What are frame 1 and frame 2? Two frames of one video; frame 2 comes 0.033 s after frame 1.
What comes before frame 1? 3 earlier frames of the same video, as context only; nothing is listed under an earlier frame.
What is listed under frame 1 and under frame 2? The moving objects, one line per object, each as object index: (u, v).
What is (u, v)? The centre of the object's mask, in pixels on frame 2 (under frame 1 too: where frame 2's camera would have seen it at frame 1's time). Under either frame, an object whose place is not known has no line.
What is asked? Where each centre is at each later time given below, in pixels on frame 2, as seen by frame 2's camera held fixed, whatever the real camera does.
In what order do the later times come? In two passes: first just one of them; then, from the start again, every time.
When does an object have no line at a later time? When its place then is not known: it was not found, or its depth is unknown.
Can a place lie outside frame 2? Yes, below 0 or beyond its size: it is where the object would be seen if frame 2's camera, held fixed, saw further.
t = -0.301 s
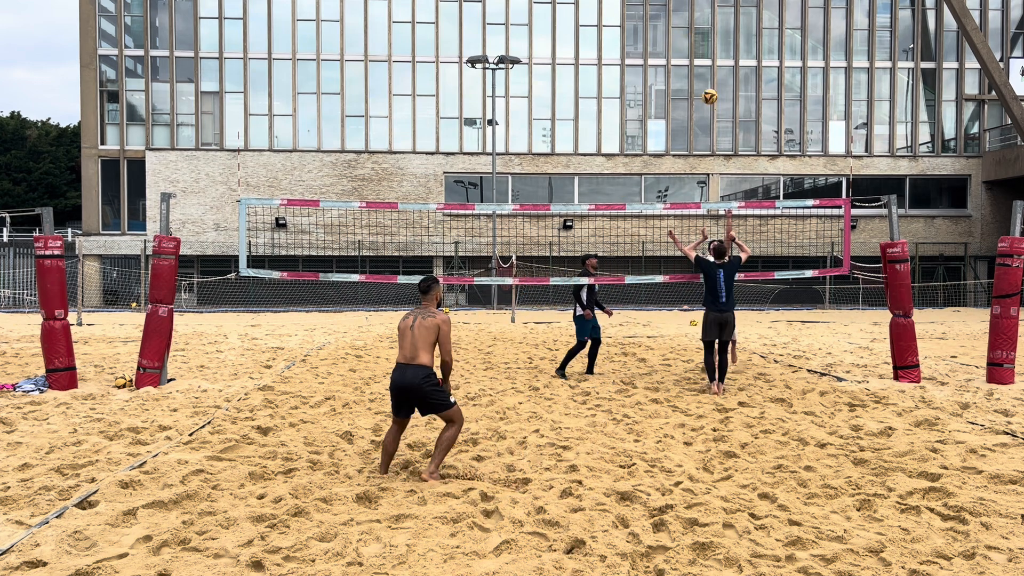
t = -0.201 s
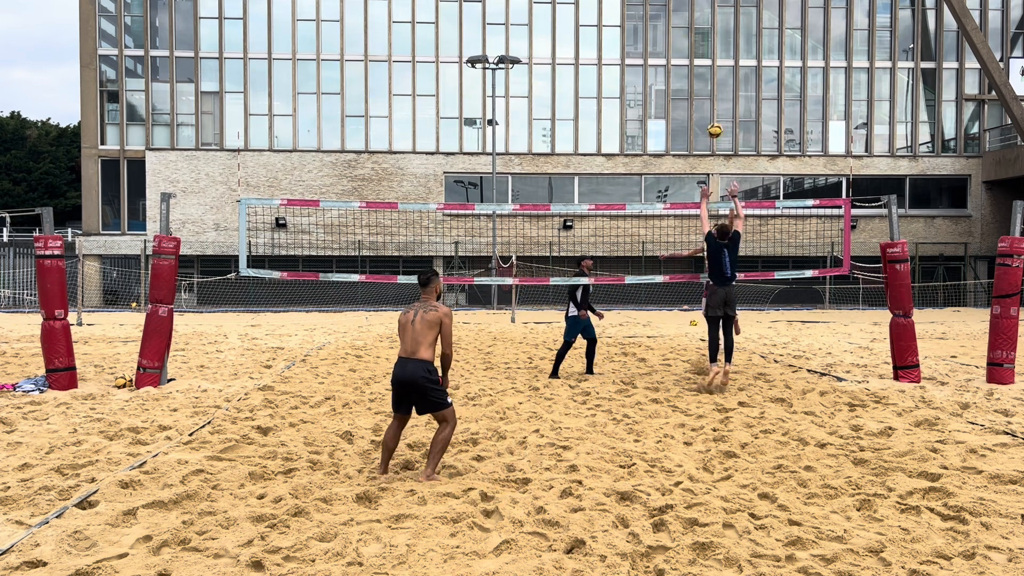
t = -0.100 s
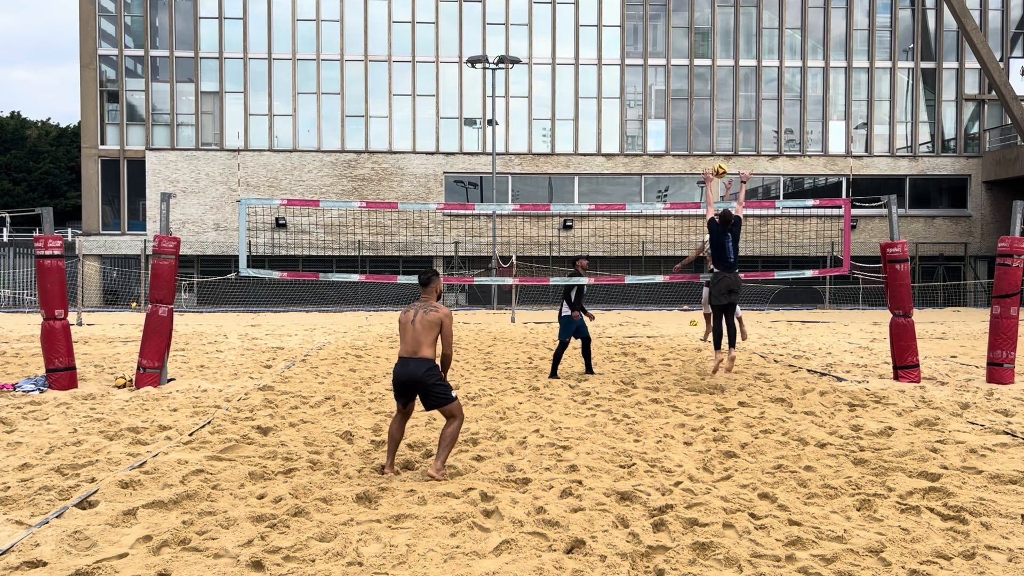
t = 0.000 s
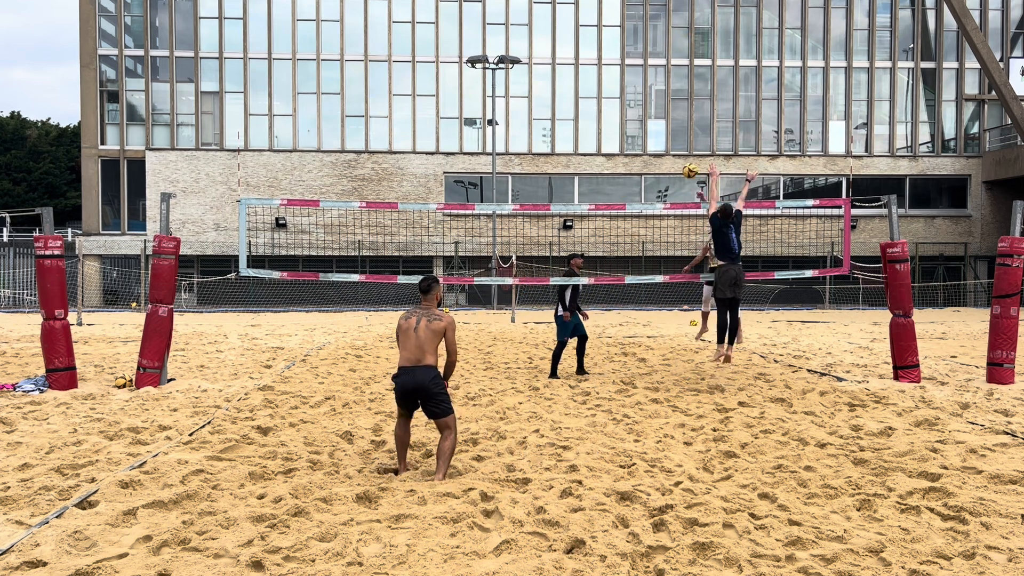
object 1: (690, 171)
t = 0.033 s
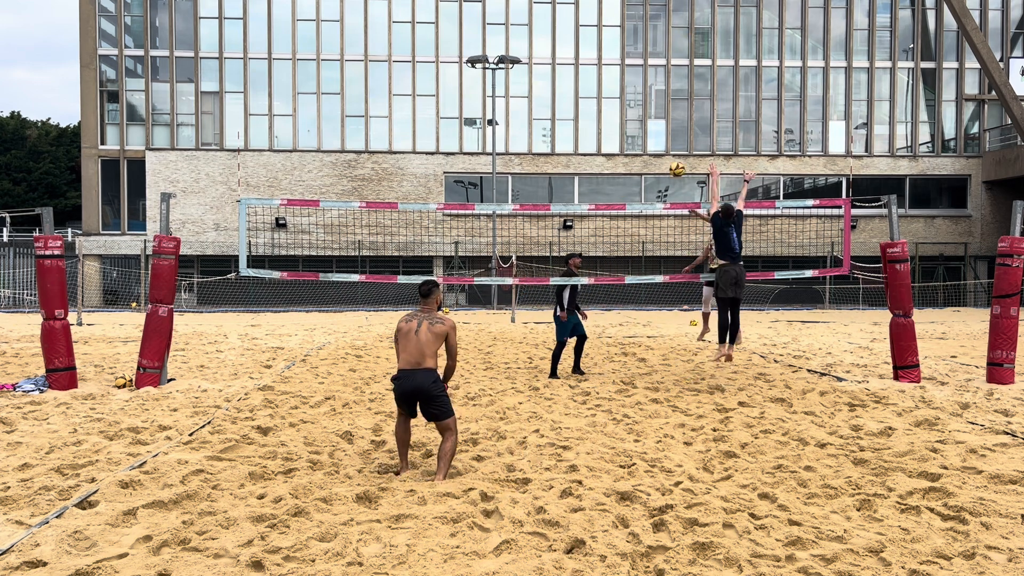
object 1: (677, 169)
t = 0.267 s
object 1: (583, 183)
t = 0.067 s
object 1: (664, 169)
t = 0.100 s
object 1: (651, 169)
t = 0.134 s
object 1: (637, 170)
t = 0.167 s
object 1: (624, 173)
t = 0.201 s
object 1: (610, 176)
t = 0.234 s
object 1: (597, 179)
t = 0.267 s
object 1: (583, 183)
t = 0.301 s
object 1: (570, 189)
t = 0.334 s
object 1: (556, 196)
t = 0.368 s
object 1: (543, 203)
